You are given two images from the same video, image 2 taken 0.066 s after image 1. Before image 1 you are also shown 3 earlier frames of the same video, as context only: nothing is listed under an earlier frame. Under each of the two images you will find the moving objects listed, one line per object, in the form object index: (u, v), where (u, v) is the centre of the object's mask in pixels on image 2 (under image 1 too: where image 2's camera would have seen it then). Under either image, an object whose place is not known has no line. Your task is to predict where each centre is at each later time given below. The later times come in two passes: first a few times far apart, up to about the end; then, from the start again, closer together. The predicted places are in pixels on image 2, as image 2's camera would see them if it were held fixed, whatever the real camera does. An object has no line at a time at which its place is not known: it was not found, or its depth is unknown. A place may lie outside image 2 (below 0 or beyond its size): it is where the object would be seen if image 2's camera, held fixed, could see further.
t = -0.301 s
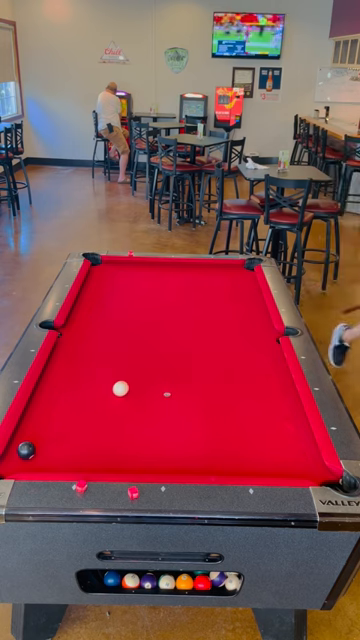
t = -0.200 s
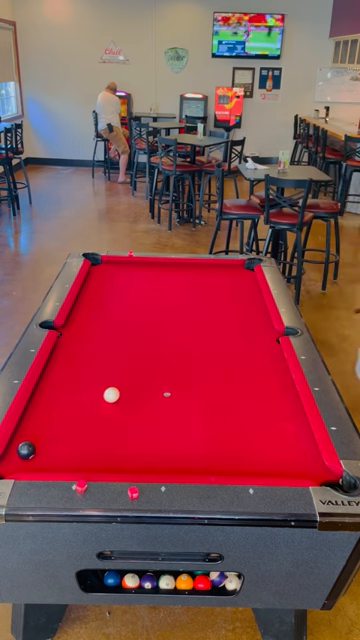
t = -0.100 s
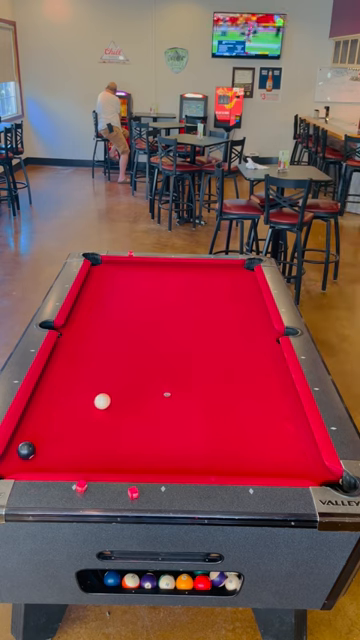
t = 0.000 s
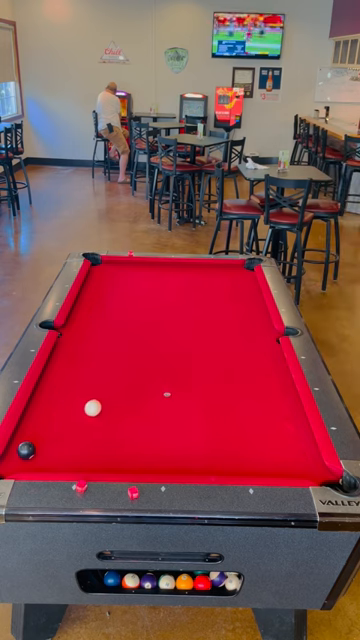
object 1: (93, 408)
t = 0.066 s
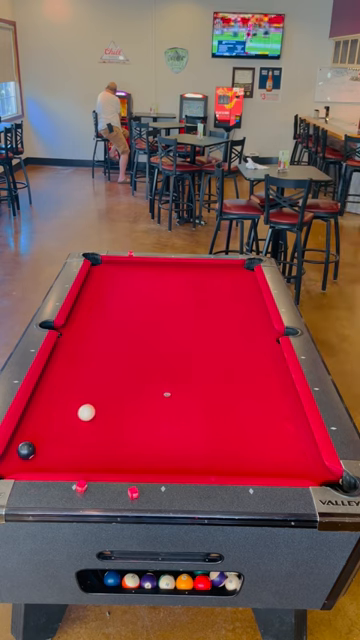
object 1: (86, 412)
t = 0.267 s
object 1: (66, 426)
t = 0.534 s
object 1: (42, 444)
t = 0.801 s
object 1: (39, 451)
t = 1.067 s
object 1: (37, 456)
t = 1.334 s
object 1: (35, 460)
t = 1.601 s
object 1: (34, 462)
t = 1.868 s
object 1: (34, 462)
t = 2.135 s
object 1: (34, 461)
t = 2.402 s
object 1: (35, 461)
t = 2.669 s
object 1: (35, 461)
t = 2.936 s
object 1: (35, 461)
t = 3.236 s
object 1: (35, 461)
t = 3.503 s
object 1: (35, 461)
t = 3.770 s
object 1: (35, 461)
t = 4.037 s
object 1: (35, 461)
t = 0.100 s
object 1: (83, 415)
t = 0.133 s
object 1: (79, 417)
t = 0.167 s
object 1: (76, 419)
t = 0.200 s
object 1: (73, 422)
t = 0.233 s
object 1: (70, 424)
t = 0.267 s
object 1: (66, 426)
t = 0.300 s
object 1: (63, 429)
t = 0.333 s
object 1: (60, 431)
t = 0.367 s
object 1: (56, 433)
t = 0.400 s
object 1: (53, 436)
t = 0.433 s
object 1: (49, 438)
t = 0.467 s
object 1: (46, 440)
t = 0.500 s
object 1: (43, 443)
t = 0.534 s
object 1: (42, 444)
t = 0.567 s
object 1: (42, 445)
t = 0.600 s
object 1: (42, 446)
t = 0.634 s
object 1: (41, 447)
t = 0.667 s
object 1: (41, 447)
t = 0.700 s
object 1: (40, 448)
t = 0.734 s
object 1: (40, 449)
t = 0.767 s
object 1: (40, 450)
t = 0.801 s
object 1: (39, 451)
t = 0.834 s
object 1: (39, 451)
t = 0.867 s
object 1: (39, 452)
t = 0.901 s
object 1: (38, 453)
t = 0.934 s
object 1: (38, 454)
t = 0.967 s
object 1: (38, 454)
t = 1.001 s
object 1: (37, 455)
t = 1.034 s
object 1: (37, 455)
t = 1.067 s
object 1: (37, 456)
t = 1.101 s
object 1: (36, 457)
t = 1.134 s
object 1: (36, 457)
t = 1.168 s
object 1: (36, 458)
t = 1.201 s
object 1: (36, 458)
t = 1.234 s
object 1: (36, 459)
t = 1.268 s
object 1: (35, 459)
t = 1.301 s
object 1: (35, 459)
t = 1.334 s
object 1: (35, 460)
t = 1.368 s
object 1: (35, 460)
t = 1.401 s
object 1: (35, 460)
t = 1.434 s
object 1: (35, 461)
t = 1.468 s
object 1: (34, 461)
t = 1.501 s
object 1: (34, 461)
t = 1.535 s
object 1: (34, 461)
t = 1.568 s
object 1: (34, 461)
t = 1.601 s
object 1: (34, 462)
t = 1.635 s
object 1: (34, 462)
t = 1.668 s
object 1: (34, 462)
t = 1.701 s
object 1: (34, 462)
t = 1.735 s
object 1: (34, 462)
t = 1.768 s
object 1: (34, 462)
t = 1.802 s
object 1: (34, 462)
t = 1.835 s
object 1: (34, 462)
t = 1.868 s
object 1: (34, 462)
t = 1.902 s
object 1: (34, 462)
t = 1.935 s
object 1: (34, 462)
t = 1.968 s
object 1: (34, 462)
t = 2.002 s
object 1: (34, 461)
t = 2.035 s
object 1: (34, 461)
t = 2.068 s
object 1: (34, 461)
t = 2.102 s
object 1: (34, 461)
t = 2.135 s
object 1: (34, 461)
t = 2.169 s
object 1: (35, 461)
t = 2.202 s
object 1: (35, 461)
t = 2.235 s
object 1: (35, 461)
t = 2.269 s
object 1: (35, 461)
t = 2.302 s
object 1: (35, 461)
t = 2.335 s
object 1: (35, 461)
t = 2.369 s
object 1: (35, 461)
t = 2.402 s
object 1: (35, 461)
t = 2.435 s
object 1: (35, 461)
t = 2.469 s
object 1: (35, 461)
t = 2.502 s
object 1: (35, 461)
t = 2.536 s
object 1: (35, 461)
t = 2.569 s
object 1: (35, 461)
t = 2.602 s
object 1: (35, 461)
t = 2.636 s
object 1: (35, 461)
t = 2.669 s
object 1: (35, 461)
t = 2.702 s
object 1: (35, 461)
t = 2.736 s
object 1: (35, 461)
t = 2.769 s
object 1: (35, 461)
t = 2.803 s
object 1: (35, 461)
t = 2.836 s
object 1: (35, 461)
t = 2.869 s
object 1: (35, 461)
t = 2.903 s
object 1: (35, 461)
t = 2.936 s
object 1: (35, 461)
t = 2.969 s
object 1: (35, 461)
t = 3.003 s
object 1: (35, 461)
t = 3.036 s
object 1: (35, 461)
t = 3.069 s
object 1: (35, 461)
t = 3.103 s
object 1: (35, 461)
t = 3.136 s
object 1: (35, 461)
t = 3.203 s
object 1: (35, 461)
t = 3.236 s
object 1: (35, 461)
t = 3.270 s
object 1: (35, 461)
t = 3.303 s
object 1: (35, 461)
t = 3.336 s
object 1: (35, 461)
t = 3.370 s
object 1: (35, 461)
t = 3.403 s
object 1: (35, 461)
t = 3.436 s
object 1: (35, 461)
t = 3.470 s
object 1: (35, 461)
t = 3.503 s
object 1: (35, 461)
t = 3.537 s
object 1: (35, 461)
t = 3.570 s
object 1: (35, 461)
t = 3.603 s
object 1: (35, 461)
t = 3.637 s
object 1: (35, 461)
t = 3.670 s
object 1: (35, 461)
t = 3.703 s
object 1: (35, 461)
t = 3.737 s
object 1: (35, 461)
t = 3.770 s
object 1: (35, 461)
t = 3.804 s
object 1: (35, 461)
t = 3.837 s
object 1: (35, 461)
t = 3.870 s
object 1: (35, 461)
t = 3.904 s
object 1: (35, 461)
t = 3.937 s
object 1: (35, 461)
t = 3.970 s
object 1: (35, 461)
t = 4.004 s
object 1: (35, 461)
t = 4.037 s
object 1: (35, 461)
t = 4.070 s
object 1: (35, 461)
